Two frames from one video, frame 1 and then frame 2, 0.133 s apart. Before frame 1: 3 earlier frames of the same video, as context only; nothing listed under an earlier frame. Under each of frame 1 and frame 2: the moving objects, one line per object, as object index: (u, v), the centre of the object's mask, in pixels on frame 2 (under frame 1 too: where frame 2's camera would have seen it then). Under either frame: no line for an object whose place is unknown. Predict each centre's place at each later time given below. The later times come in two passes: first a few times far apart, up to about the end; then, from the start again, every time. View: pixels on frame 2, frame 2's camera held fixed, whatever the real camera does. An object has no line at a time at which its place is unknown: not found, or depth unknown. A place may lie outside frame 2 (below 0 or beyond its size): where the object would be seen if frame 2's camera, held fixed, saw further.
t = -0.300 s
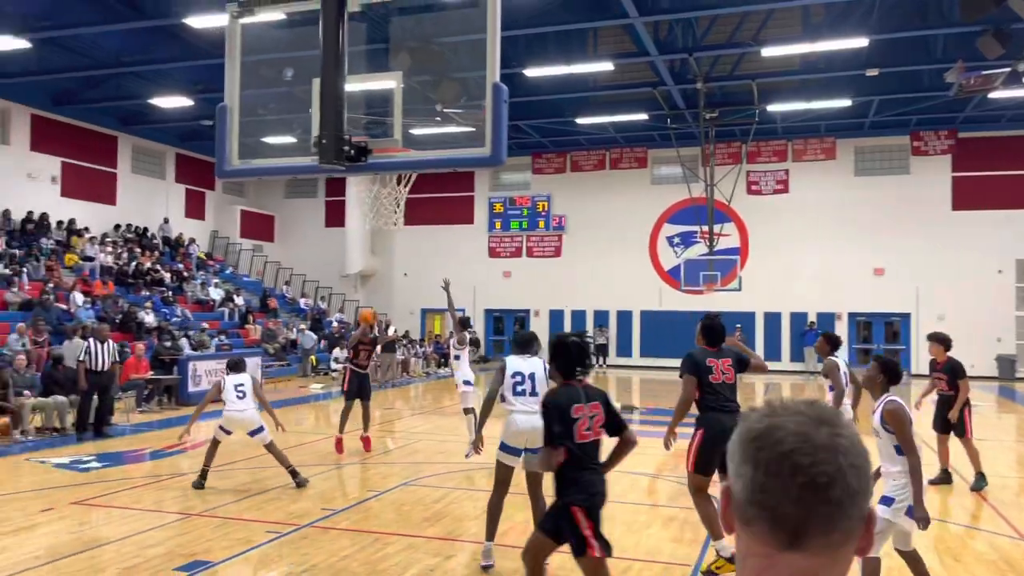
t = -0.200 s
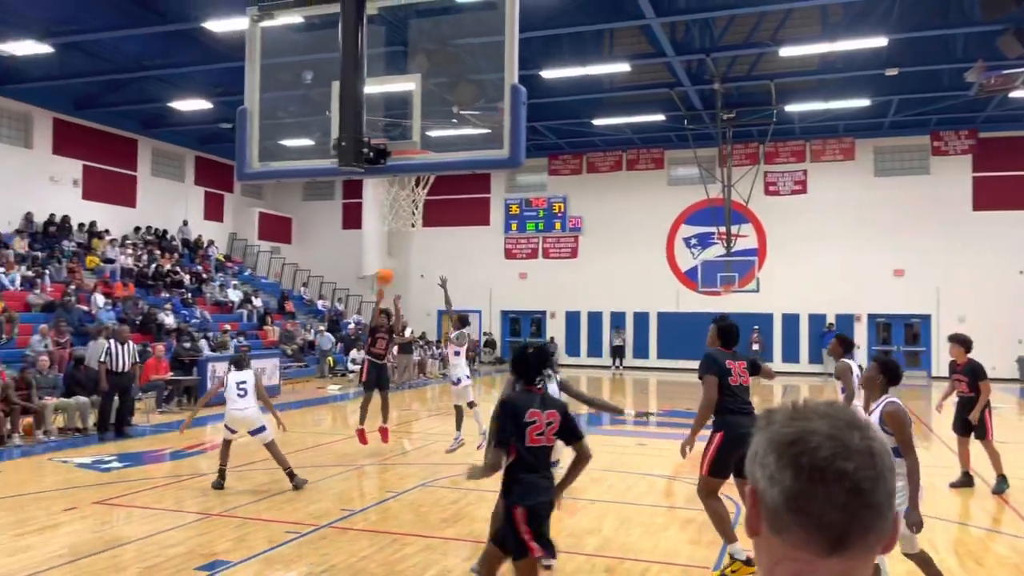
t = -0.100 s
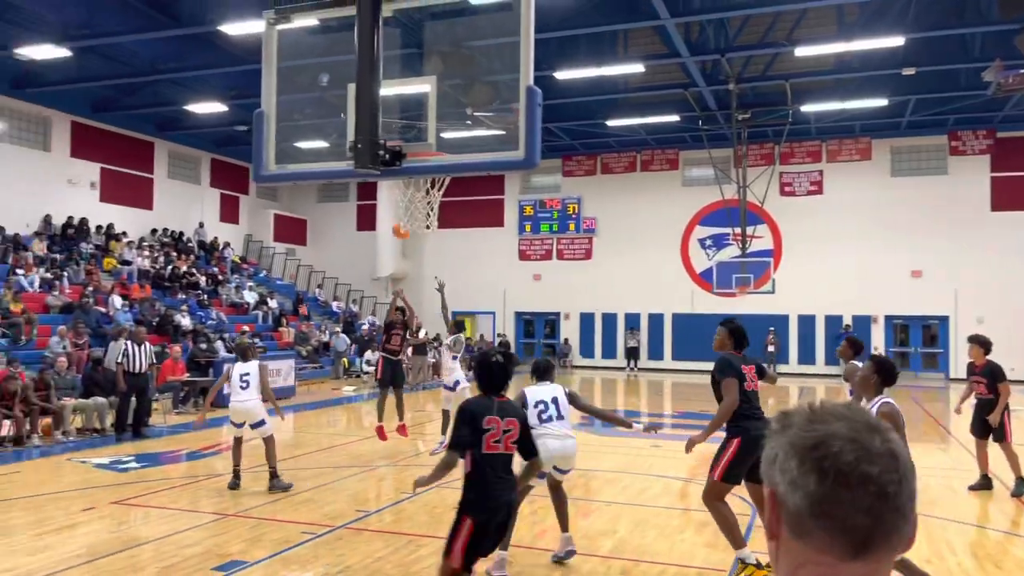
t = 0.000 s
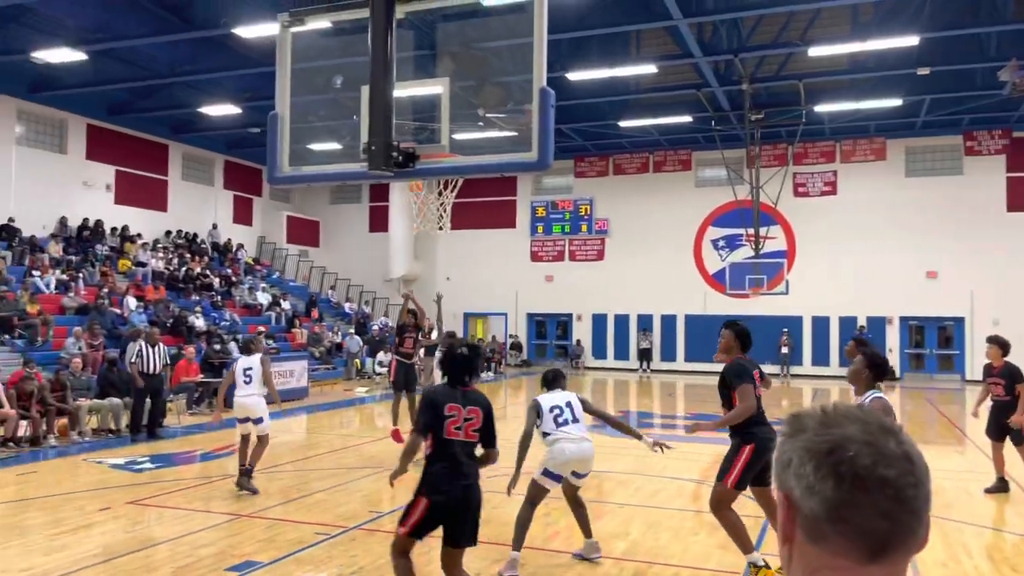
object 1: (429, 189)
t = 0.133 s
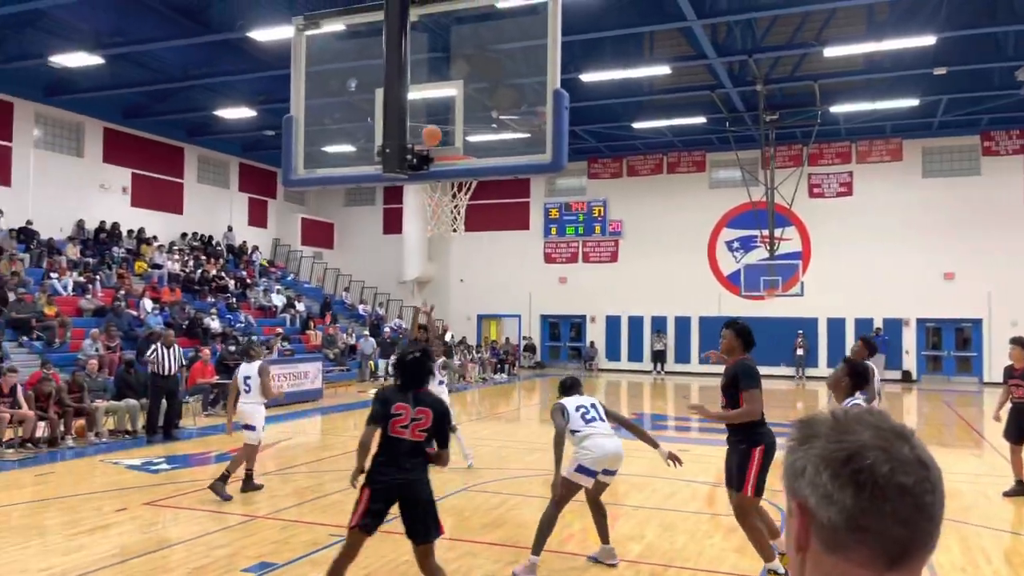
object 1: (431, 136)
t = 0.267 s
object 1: (432, 89)
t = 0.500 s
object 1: (433, 32)
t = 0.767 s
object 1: (436, 23)
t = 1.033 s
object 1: (436, 108)
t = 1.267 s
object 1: (453, 192)
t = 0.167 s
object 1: (431, 123)
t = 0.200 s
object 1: (431, 111)
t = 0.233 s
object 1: (432, 101)
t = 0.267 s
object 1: (432, 89)
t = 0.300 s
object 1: (432, 75)
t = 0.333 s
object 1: (433, 69)
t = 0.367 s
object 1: (434, 60)
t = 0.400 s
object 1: (433, 52)
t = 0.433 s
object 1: (433, 45)
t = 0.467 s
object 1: (433, 38)
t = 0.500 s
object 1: (433, 32)
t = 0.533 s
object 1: (434, 27)
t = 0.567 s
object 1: (434, 23)
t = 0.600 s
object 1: (435, 21)
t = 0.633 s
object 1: (435, 21)
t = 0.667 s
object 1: (436, 20)
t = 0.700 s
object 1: (436, 20)
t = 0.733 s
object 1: (436, 21)
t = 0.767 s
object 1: (436, 23)
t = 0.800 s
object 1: (436, 26)
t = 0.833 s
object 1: (437, 31)
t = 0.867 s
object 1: (437, 39)
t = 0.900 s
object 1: (437, 48)
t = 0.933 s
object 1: (437, 59)
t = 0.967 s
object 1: (437, 68)
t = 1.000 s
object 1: (436, 89)
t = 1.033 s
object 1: (436, 108)
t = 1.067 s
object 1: (435, 126)
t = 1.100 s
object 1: (436, 137)
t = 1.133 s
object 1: (445, 187)
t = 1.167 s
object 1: (449, 198)
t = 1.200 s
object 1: (457, 202)
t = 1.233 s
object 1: (453, 196)
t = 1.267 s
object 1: (453, 192)
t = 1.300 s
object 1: (452, 190)
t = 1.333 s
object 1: (451, 190)
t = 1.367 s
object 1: (451, 191)
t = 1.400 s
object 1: (451, 192)
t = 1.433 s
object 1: (448, 196)
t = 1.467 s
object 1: (452, 204)
